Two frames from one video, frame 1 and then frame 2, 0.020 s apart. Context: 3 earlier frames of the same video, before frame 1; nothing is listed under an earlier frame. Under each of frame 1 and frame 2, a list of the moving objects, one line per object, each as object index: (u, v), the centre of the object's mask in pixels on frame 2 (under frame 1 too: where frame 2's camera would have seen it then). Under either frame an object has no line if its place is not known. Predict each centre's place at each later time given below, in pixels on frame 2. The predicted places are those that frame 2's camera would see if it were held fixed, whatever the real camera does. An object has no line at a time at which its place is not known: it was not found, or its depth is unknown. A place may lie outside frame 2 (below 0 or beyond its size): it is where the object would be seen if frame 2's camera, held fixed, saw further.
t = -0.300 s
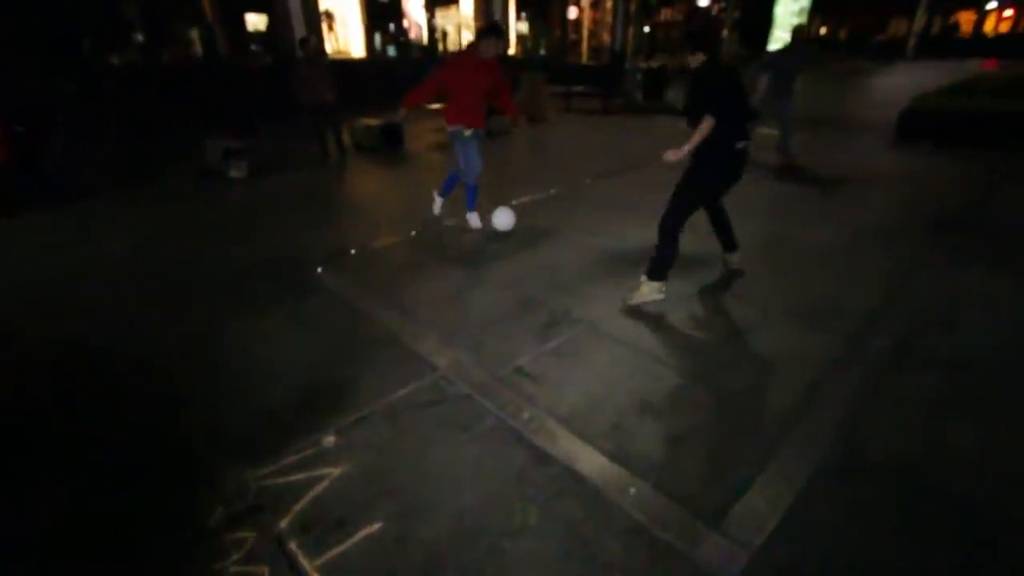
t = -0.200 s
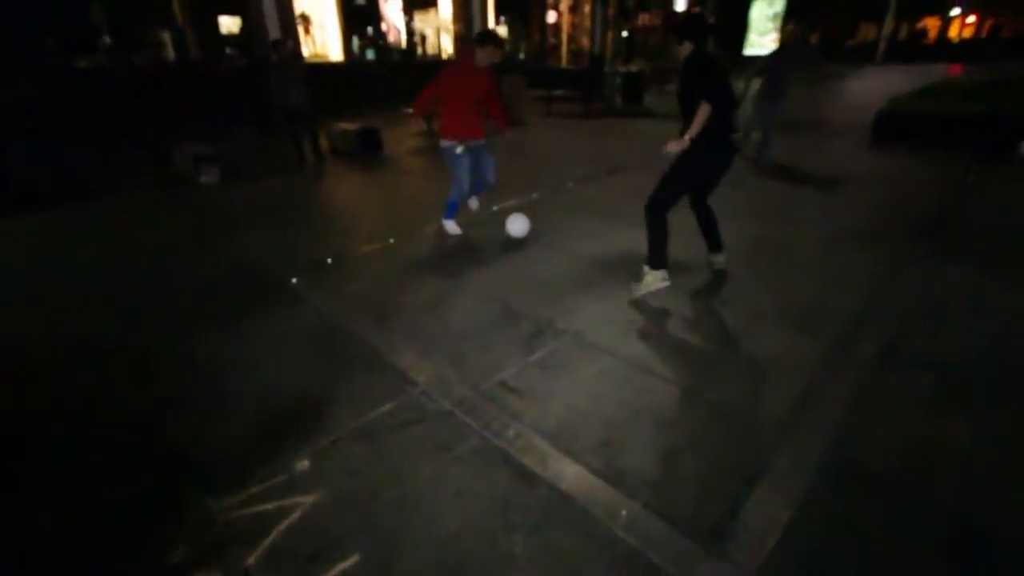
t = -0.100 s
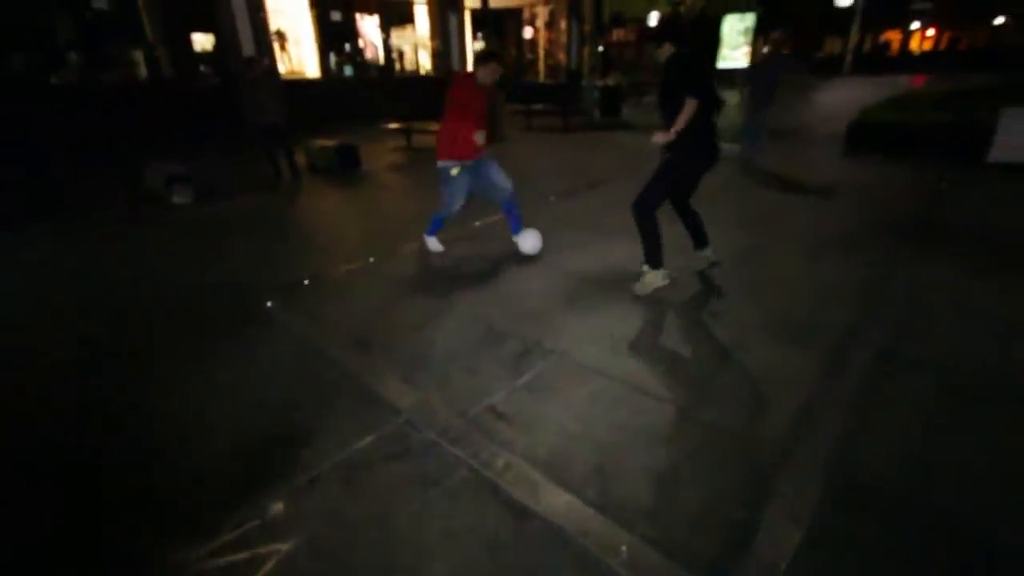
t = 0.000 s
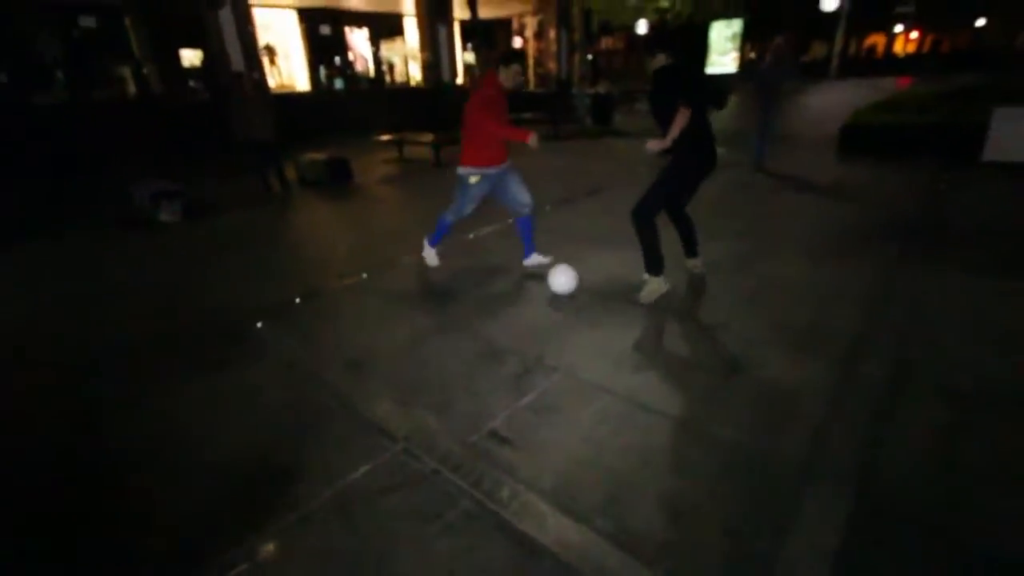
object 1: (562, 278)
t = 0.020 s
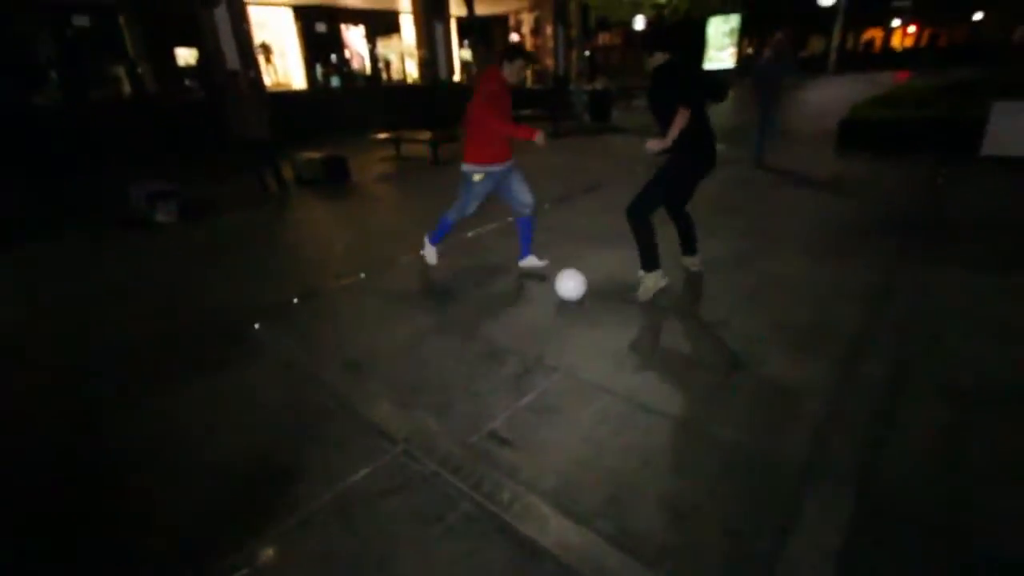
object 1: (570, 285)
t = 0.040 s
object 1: (580, 292)
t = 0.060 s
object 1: (590, 300)
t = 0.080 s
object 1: (600, 309)
